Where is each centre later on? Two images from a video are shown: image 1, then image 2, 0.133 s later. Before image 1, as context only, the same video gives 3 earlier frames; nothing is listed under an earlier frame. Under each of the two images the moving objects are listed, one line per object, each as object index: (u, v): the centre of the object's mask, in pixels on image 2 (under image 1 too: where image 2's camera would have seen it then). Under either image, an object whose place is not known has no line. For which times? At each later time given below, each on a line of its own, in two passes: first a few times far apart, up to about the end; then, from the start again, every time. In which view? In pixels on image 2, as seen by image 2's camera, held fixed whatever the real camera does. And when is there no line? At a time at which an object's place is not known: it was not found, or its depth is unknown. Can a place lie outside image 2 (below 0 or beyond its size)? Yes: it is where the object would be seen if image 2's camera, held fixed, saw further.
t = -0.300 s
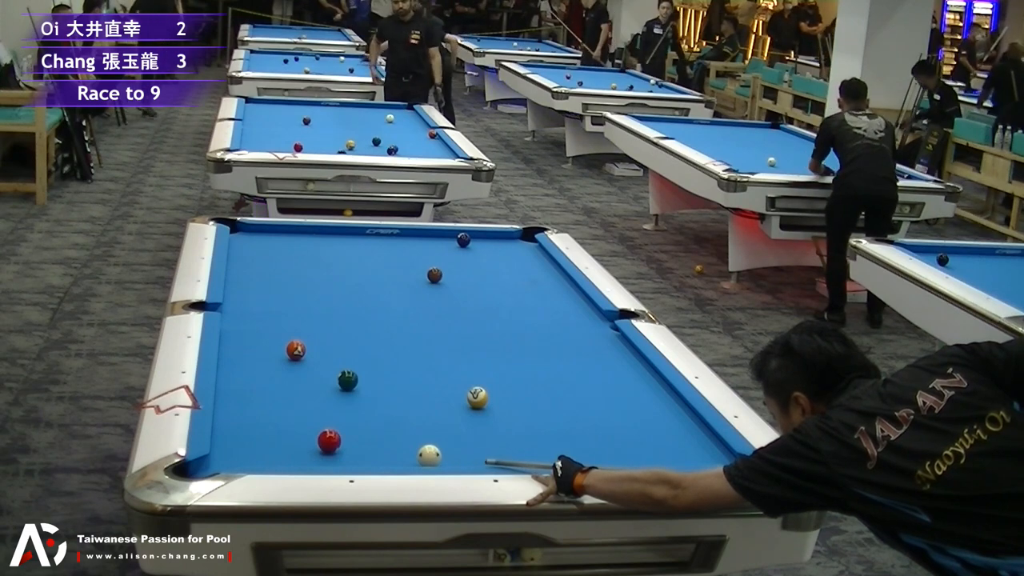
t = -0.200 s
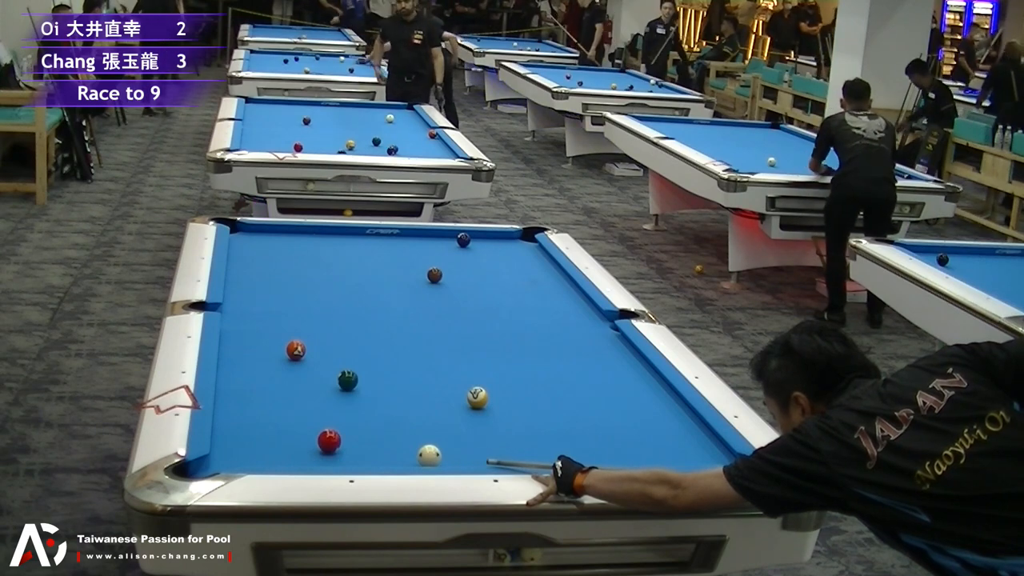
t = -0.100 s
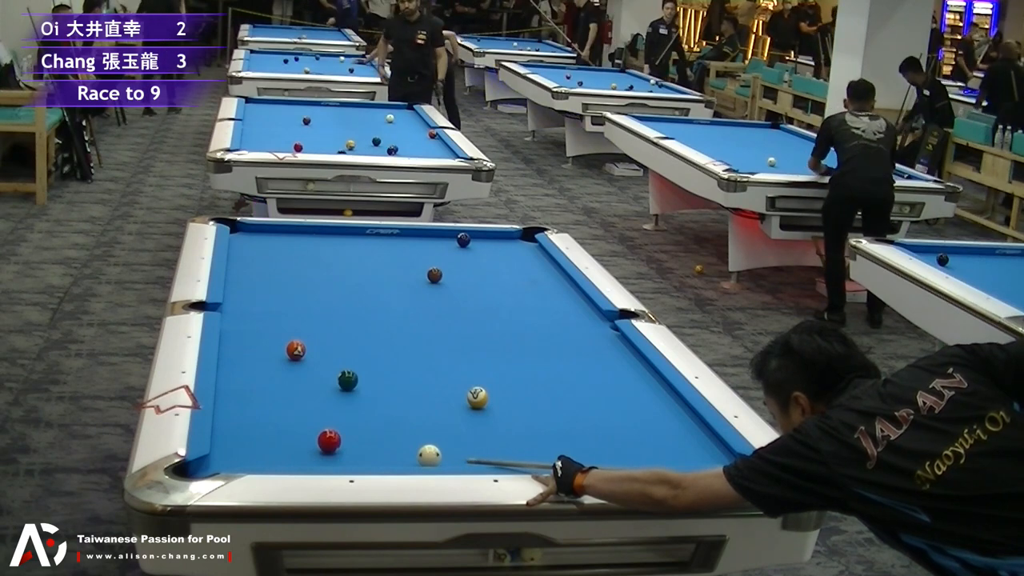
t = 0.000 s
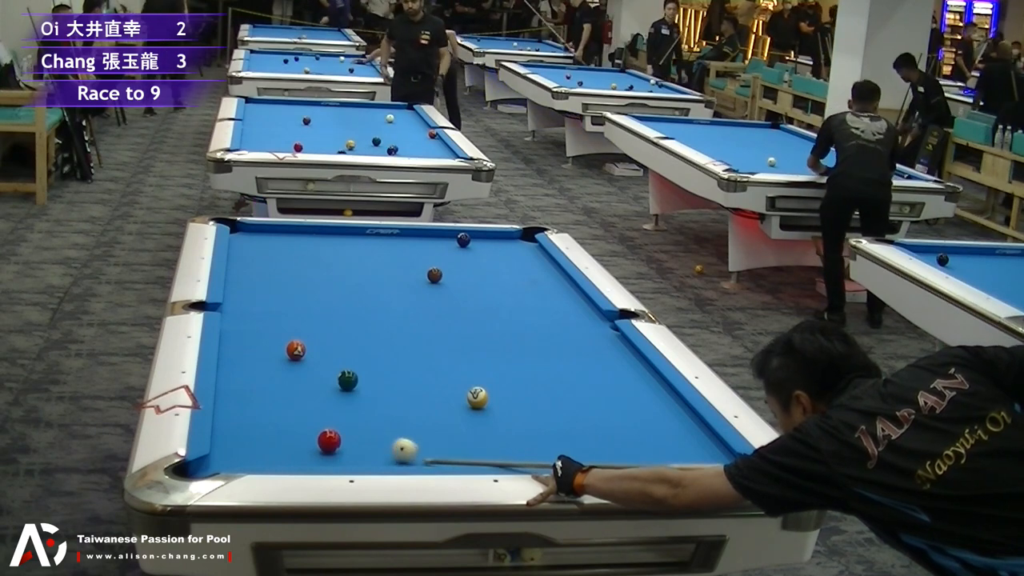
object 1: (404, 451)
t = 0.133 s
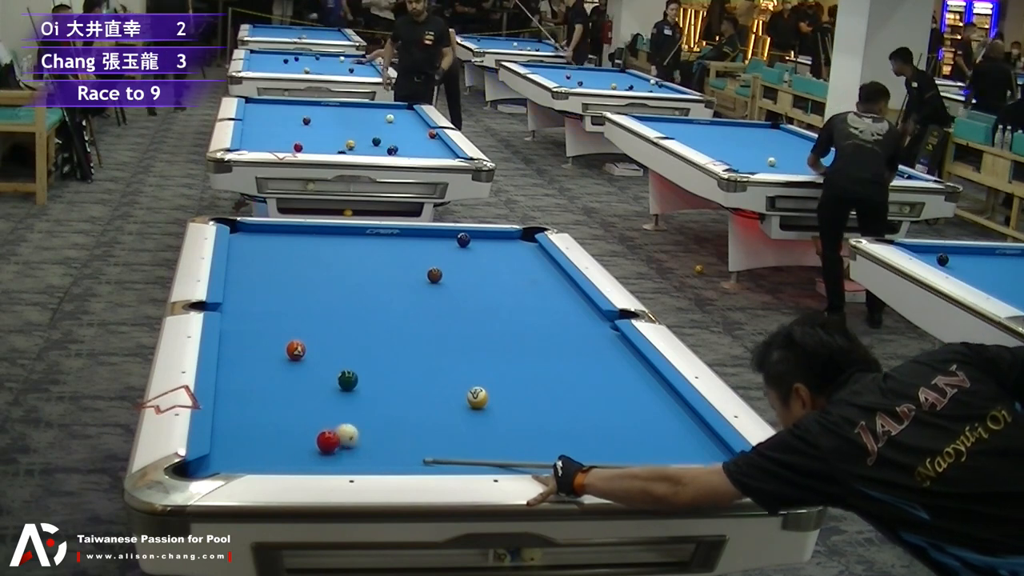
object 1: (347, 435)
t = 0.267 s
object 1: (319, 420)
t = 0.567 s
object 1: (281, 396)
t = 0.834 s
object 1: (251, 377)
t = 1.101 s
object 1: (227, 360)
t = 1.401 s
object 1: (243, 343)
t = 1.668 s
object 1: (256, 330)
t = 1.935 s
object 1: (267, 319)
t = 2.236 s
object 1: (278, 307)
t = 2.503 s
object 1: (288, 298)
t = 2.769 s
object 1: (296, 290)
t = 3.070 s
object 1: (305, 281)
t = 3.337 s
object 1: (311, 275)
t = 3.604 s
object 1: (317, 269)
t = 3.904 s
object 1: (322, 263)
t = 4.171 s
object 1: (327, 259)
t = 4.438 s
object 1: (331, 254)
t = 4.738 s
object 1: (335, 250)
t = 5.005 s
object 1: (338, 247)
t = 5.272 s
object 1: (341, 244)
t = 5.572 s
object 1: (343, 241)
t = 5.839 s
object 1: (346, 239)
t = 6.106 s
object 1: (347, 238)
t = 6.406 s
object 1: (348, 236)
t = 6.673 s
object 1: (349, 235)
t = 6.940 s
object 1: (350, 234)
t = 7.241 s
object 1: (351, 234)
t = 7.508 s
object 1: (352, 234)
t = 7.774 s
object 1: (352, 234)
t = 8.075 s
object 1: (352, 234)
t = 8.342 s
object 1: (352, 234)
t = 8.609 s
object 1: (352, 234)
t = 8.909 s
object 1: (352, 234)
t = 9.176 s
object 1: (352, 234)
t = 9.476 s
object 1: (352, 234)
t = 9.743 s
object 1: (352, 234)
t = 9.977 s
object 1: (352, 234)
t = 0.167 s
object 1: (340, 431)
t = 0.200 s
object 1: (332, 426)
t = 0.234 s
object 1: (325, 423)
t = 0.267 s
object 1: (319, 420)
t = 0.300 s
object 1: (314, 417)
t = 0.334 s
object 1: (309, 414)
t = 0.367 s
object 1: (305, 411)
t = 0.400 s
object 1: (301, 409)
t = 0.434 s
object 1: (297, 406)
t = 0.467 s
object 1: (293, 403)
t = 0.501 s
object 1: (288, 401)
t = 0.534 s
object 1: (285, 398)
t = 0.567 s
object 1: (281, 396)
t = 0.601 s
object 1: (277, 393)
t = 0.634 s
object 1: (273, 391)
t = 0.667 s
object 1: (269, 389)
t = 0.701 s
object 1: (266, 386)
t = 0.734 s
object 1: (262, 384)
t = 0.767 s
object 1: (258, 382)
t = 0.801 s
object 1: (254, 379)
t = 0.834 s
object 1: (251, 377)
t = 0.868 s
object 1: (248, 375)
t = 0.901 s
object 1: (244, 373)
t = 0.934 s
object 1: (241, 371)
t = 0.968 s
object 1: (238, 368)
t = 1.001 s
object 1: (234, 366)
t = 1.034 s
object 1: (231, 364)
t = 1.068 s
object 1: (228, 362)
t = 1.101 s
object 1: (227, 360)
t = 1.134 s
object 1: (229, 358)
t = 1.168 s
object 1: (230, 356)
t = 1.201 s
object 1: (233, 354)
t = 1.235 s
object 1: (234, 352)
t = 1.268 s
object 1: (236, 351)
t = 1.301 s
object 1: (238, 349)
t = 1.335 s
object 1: (240, 347)
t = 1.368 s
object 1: (241, 345)
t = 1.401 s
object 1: (243, 343)
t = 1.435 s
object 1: (245, 342)
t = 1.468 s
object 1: (247, 340)
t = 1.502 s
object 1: (249, 338)
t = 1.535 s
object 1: (250, 337)
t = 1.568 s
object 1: (251, 335)
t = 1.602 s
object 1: (252, 333)
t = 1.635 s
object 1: (254, 332)
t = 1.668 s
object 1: (256, 330)
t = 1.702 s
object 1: (257, 329)
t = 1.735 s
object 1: (259, 327)
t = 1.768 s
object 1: (260, 326)
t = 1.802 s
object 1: (262, 324)
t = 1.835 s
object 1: (263, 323)
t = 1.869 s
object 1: (264, 321)
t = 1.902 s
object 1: (266, 320)
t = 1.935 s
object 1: (267, 319)
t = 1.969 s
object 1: (269, 317)
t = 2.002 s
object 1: (270, 316)
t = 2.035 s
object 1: (271, 315)
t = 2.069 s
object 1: (272, 313)
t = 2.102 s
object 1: (273, 312)
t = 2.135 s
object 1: (275, 311)
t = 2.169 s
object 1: (276, 310)
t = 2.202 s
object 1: (278, 308)
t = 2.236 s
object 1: (278, 307)
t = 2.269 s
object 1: (280, 306)
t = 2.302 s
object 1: (281, 305)
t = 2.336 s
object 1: (282, 304)
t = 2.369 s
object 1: (283, 302)
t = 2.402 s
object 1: (284, 301)
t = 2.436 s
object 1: (286, 300)
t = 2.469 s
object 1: (287, 299)
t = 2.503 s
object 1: (288, 298)
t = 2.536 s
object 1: (289, 297)
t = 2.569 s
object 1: (290, 296)
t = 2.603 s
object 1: (291, 295)
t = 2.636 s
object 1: (292, 294)
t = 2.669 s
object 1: (293, 293)
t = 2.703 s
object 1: (294, 292)
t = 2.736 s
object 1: (295, 291)
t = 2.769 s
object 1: (296, 290)
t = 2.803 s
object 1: (297, 289)
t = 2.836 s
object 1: (298, 288)
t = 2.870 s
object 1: (299, 287)
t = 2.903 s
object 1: (300, 286)
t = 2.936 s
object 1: (301, 285)
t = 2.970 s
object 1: (302, 284)
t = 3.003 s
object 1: (303, 283)
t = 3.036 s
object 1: (304, 282)
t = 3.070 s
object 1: (305, 281)
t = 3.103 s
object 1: (305, 281)
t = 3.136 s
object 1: (306, 280)
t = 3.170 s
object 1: (307, 279)
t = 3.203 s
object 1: (308, 278)
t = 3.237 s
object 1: (309, 277)
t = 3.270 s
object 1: (309, 277)
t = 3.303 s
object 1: (310, 276)
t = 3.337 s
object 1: (311, 275)
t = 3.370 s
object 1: (312, 274)
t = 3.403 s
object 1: (312, 274)
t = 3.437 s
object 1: (313, 273)
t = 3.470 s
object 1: (314, 272)
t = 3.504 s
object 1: (315, 271)
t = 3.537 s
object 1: (315, 271)
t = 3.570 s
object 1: (316, 270)
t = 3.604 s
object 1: (317, 269)
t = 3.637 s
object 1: (317, 269)
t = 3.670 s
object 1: (318, 268)
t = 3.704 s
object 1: (319, 267)
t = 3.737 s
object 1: (319, 266)
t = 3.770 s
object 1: (320, 266)
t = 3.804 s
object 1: (320, 265)
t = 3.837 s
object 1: (321, 264)
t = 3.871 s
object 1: (321, 264)
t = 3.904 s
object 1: (322, 263)
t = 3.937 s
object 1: (323, 263)
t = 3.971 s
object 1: (323, 262)
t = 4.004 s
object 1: (324, 262)
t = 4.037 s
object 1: (324, 261)
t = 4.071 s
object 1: (325, 260)
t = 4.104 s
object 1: (326, 260)
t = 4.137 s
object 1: (326, 259)
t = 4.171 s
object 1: (327, 259)
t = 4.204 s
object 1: (327, 258)
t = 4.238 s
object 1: (328, 258)
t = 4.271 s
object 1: (328, 257)
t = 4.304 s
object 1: (329, 257)
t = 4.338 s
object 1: (329, 256)
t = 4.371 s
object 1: (330, 255)
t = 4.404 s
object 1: (330, 255)
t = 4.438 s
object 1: (331, 254)
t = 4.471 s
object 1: (331, 254)
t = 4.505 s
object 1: (332, 254)
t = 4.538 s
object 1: (332, 253)
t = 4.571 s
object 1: (332, 252)
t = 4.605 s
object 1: (333, 252)
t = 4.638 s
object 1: (334, 252)
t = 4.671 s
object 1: (334, 251)
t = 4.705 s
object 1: (335, 251)
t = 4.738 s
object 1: (335, 250)
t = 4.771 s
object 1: (335, 250)
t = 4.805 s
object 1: (336, 250)
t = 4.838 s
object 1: (336, 249)
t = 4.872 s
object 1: (337, 249)
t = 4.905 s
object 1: (337, 248)
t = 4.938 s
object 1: (337, 248)
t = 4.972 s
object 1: (338, 247)
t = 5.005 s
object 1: (338, 247)
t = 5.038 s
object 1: (338, 247)
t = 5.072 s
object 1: (339, 246)
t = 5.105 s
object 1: (339, 246)
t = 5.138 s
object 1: (340, 245)
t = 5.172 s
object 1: (340, 245)
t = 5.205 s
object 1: (340, 245)
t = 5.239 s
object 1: (340, 244)
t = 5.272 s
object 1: (341, 244)
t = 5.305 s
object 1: (341, 244)
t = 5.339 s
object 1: (341, 244)
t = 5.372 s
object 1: (341, 243)
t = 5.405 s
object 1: (342, 243)
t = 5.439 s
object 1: (342, 242)
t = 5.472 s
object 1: (342, 242)
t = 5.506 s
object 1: (343, 242)
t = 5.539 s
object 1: (343, 241)
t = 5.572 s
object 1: (343, 241)
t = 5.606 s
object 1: (344, 241)
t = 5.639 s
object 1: (344, 241)
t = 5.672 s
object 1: (344, 241)
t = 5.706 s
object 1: (344, 240)
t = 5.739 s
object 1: (345, 240)
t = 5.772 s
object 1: (345, 240)
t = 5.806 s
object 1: (345, 239)
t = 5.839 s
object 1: (346, 239)
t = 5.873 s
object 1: (346, 239)
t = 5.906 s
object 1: (346, 239)
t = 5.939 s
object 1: (346, 239)
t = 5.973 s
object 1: (346, 238)
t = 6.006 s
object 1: (346, 238)
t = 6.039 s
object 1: (347, 238)
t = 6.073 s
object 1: (347, 238)
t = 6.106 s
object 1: (347, 238)
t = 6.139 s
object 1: (347, 237)
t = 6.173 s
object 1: (347, 237)
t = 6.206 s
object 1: (347, 237)
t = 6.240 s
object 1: (348, 237)
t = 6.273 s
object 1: (348, 237)
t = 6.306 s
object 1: (348, 236)
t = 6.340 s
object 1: (348, 236)
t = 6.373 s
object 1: (348, 236)
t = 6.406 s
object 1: (348, 236)
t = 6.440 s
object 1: (348, 236)
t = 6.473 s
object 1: (349, 235)
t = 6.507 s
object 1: (349, 235)
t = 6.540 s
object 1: (349, 235)
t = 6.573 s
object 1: (349, 235)
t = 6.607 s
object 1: (349, 235)
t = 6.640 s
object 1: (349, 235)
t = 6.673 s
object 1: (349, 235)
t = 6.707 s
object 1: (350, 235)
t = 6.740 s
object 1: (350, 235)
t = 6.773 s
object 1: (350, 235)
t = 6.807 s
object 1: (350, 234)
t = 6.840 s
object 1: (350, 234)
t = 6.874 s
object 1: (350, 234)
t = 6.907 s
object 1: (350, 234)
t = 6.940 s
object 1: (350, 234)
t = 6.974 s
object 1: (351, 234)
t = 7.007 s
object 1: (351, 234)
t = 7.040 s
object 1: (351, 234)
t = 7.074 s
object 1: (351, 234)
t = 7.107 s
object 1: (351, 234)
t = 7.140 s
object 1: (351, 234)
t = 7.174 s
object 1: (351, 234)
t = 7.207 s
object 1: (351, 234)
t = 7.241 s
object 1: (351, 234)
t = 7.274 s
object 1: (351, 234)
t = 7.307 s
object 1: (351, 234)
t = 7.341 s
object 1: (352, 234)
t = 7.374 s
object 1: (352, 234)
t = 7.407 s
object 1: (352, 234)
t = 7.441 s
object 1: (352, 234)
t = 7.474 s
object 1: (352, 234)
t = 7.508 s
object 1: (352, 234)
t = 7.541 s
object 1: (352, 234)
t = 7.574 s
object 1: (352, 234)
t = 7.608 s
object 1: (352, 234)
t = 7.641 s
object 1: (352, 234)
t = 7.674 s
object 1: (352, 234)
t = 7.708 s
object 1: (352, 234)
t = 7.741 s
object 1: (352, 234)
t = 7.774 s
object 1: (352, 234)
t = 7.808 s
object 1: (352, 234)
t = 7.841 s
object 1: (352, 234)
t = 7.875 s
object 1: (352, 234)
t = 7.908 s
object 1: (352, 234)
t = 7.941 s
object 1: (352, 234)
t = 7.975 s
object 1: (352, 234)
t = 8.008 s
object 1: (352, 234)
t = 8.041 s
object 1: (352, 234)
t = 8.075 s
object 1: (352, 234)
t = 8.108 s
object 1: (352, 234)
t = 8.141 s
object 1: (352, 234)
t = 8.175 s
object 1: (352, 234)
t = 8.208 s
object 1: (352, 234)
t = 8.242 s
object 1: (352, 234)
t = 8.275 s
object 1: (352, 234)
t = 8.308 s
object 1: (352, 234)
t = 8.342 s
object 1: (352, 234)
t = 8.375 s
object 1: (352, 234)
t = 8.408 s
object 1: (352, 234)
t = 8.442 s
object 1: (352, 234)
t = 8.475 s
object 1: (352, 234)
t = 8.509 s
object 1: (352, 234)
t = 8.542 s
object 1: (352, 234)
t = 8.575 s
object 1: (352, 234)
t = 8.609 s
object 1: (352, 234)
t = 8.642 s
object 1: (352, 234)
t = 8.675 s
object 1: (352, 234)
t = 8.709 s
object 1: (352, 234)
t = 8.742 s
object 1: (352, 234)
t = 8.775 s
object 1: (352, 234)
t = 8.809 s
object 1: (352, 234)
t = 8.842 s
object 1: (352, 234)
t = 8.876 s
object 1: (352, 234)
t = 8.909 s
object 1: (352, 234)
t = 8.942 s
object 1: (352, 234)
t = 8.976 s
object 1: (352, 234)
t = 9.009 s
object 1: (352, 234)
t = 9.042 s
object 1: (352, 234)
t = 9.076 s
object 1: (352, 234)
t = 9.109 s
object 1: (352, 234)
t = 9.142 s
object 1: (352, 234)
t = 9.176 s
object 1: (352, 234)
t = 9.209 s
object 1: (352, 234)
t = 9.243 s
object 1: (352, 234)
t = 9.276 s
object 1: (352, 234)
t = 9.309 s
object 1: (352, 234)
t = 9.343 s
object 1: (352, 234)
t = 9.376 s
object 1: (352, 234)
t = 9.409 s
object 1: (352, 234)
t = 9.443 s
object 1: (352, 234)
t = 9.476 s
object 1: (352, 234)
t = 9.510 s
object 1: (352, 234)
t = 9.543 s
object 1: (352, 234)
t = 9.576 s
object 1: (352, 234)
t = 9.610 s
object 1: (352, 234)
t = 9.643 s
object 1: (352, 234)
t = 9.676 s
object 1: (352, 234)
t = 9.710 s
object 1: (352, 234)
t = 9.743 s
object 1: (352, 234)
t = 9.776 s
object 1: (352, 234)
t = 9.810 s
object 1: (352, 234)
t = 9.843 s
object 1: (352, 234)
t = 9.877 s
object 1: (352, 234)
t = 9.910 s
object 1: (352, 234)
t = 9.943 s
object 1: (352, 234)
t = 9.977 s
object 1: (352, 234)
